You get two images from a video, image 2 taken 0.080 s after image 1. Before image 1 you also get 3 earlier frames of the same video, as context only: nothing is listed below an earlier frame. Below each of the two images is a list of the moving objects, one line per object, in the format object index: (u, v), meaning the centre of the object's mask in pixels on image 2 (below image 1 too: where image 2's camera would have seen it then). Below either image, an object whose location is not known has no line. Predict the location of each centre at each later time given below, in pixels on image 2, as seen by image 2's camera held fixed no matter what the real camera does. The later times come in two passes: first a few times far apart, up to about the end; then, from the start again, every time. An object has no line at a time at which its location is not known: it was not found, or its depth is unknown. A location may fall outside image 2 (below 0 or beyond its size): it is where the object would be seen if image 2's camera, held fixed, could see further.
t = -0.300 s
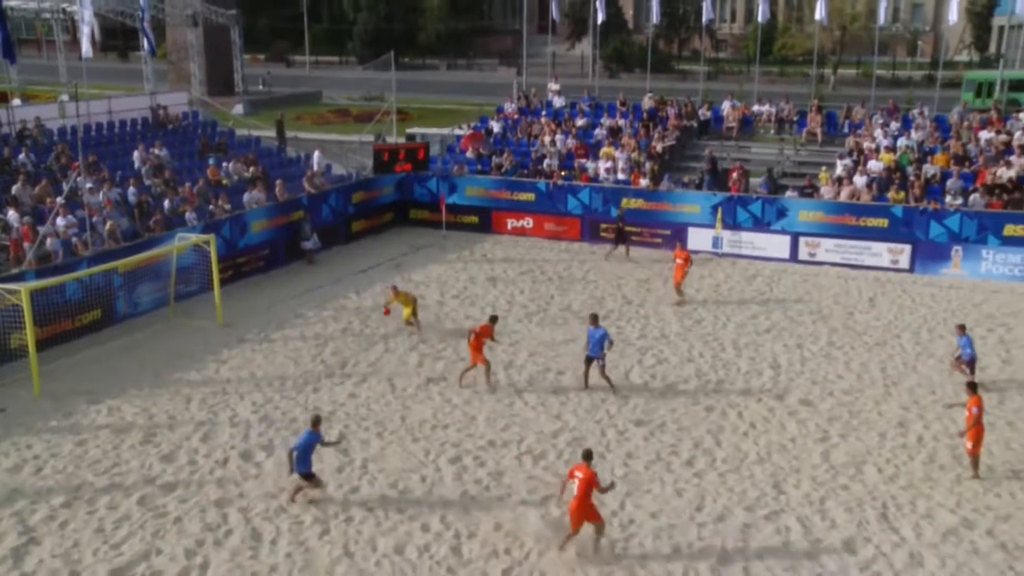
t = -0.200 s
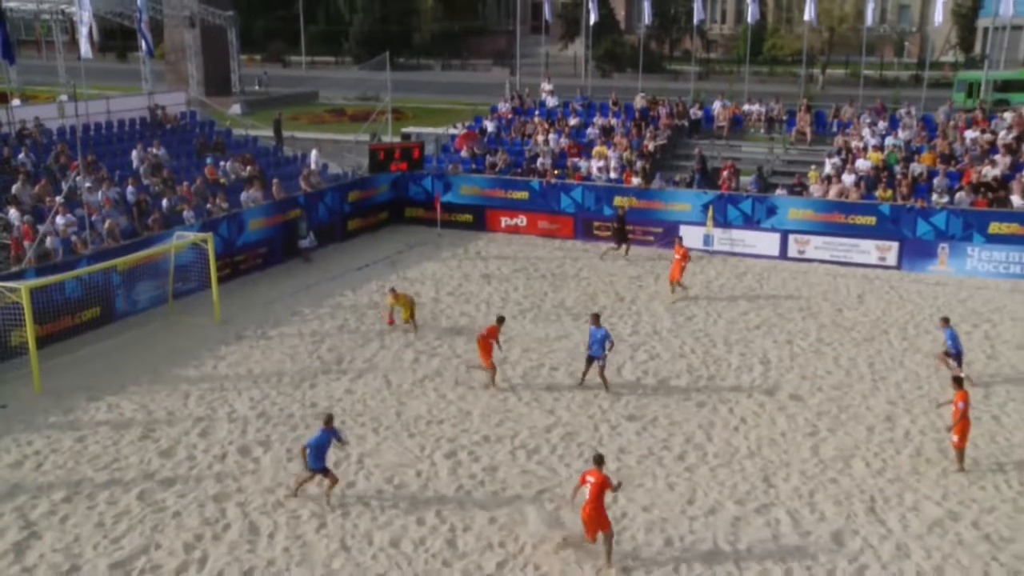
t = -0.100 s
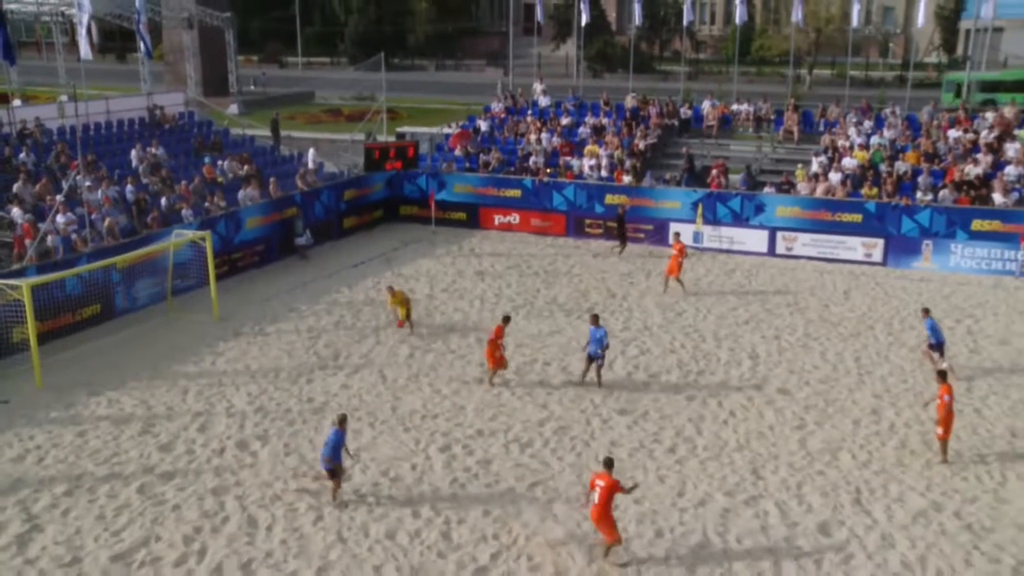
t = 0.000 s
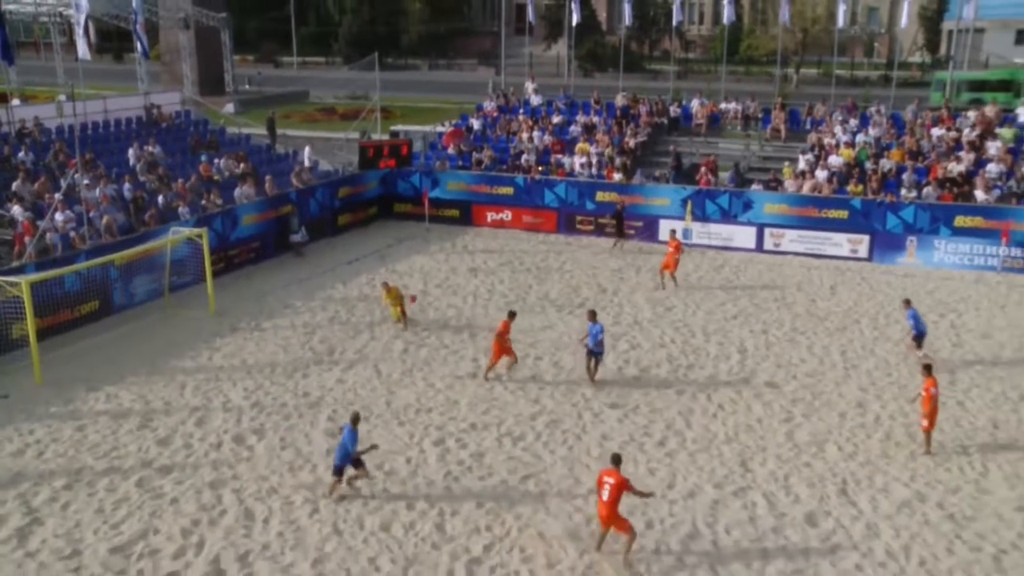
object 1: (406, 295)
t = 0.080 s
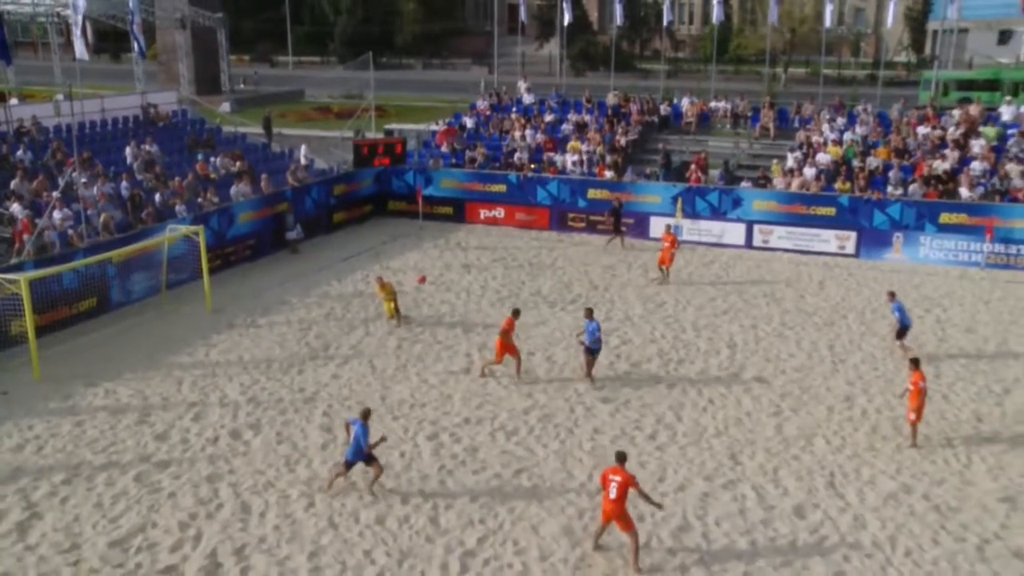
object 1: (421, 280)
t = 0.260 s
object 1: (462, 254)
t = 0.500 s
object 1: (525, 240)
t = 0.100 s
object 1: (426, 276)
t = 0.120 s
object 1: (430, 272)
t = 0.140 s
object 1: (434, 269)
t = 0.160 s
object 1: (439, 266)
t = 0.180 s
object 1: (443, 264)
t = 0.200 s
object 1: (447, 262)
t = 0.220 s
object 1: (452, 259)
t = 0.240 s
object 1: (457, 256)
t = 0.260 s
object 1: (462, 254)
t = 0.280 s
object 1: (466, 252)
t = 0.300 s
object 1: (472, 249)
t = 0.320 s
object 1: (477, 248)
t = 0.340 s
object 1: (481, 246)
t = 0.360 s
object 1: (486, 244)
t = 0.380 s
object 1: (491, 243)
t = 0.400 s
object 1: (496, 242)
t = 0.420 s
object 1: (502, 241)
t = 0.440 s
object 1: (508, 241)
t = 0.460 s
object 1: (513, 240)
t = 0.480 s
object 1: (519, 240)
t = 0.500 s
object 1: (525, 240)
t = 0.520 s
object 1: (530, 239)
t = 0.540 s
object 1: (536, 240)
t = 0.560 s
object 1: (542, 241)
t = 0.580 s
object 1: (548, 241)
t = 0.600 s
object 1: (554, 241)
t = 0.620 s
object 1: (561, 242)
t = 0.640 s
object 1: (567, 242)
